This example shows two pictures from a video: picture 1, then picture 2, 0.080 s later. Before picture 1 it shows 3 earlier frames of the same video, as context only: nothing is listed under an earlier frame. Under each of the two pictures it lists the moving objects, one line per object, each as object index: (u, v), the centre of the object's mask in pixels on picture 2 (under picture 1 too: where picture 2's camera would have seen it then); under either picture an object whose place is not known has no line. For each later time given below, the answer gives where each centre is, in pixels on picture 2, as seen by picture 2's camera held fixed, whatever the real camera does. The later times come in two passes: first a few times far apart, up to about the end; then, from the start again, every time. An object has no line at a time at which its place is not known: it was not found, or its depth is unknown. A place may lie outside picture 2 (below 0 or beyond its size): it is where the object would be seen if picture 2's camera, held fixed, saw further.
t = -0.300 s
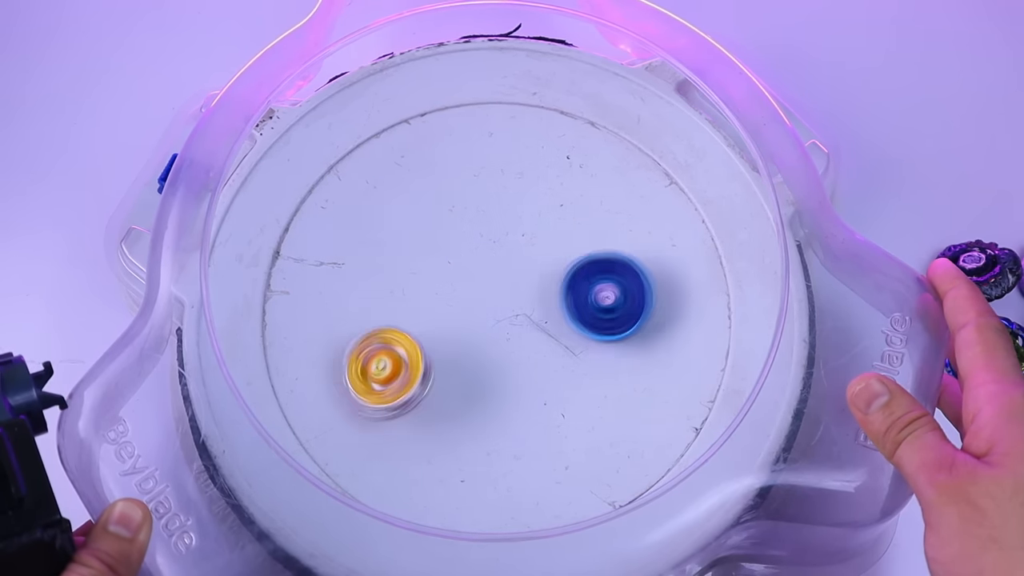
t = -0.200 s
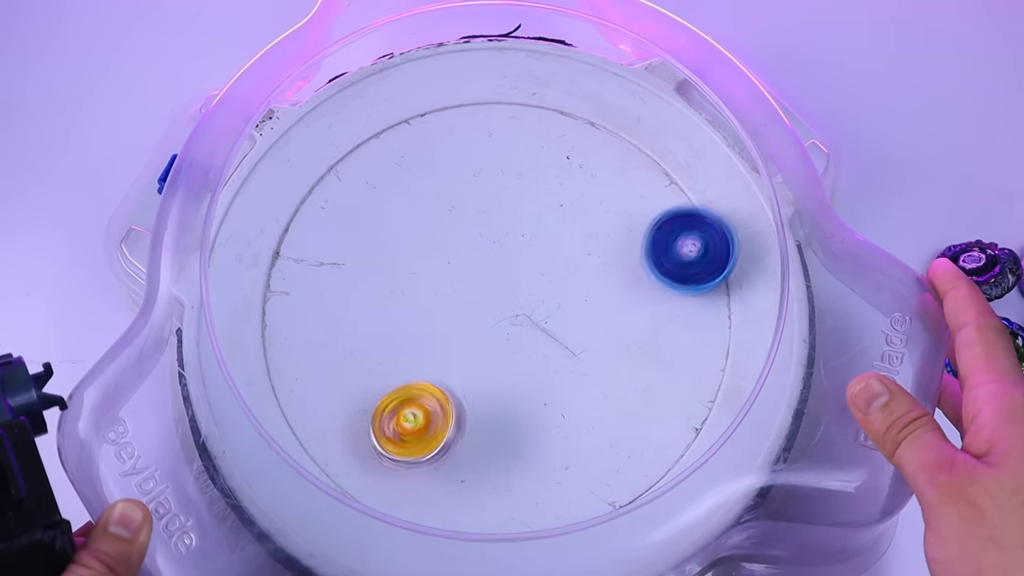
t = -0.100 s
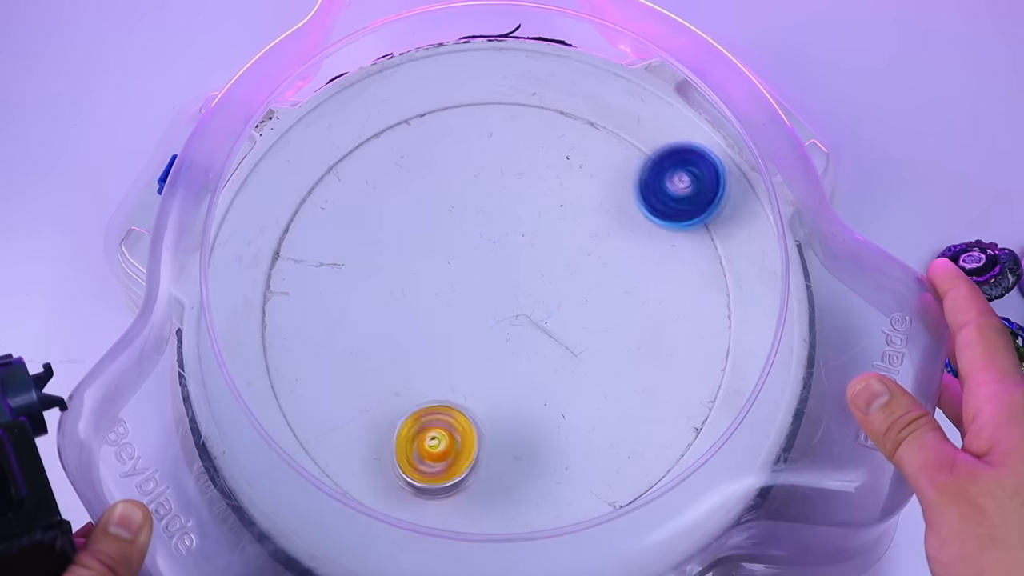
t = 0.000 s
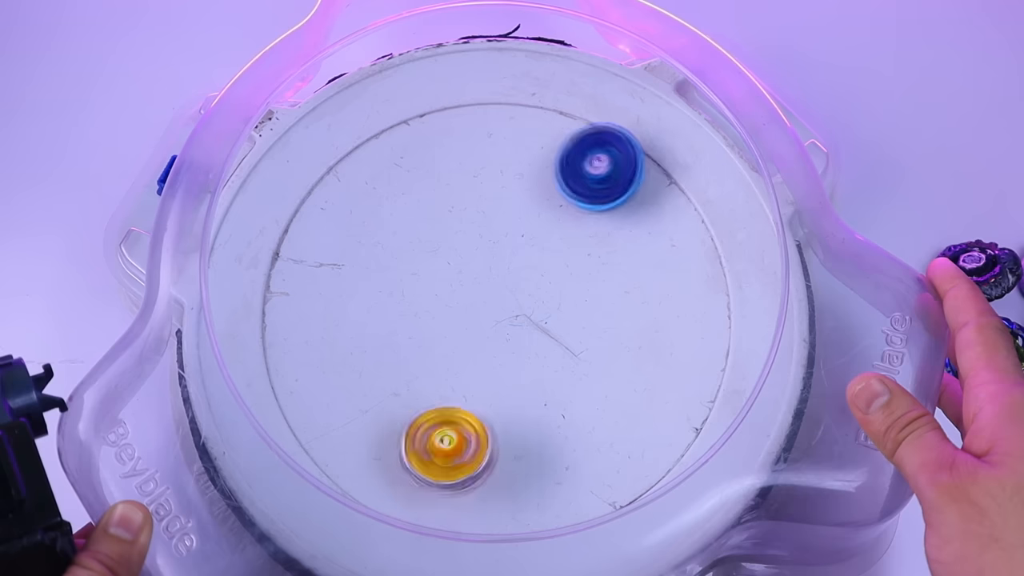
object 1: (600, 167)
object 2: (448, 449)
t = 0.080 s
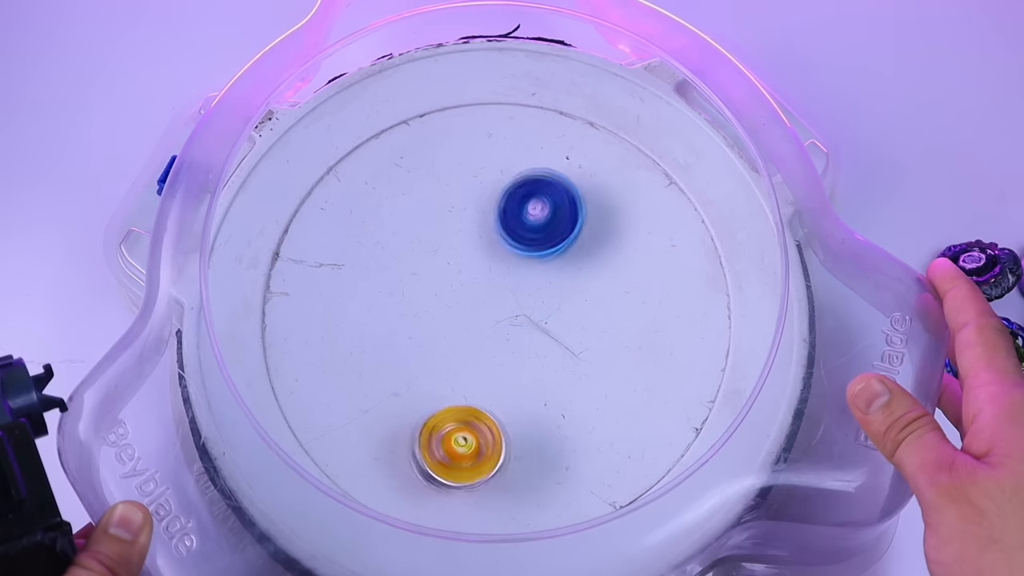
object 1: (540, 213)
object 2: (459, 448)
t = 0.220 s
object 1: (540, 359)
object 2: (480, 442)
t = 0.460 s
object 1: (712, 373)
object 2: (458, 390)
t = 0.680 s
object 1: (581, 272)
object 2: (477, 338)
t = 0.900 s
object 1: (492, 412)
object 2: (393, 374)
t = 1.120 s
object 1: (634, 400)
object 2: (403, 375)
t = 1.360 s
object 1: (479, 285)
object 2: (464, 365)
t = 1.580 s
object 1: (379, 370)
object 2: (543, 420)
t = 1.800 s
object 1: (500, 454)
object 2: (619, 446)
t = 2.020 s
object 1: (455, 314)
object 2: (650, 358)
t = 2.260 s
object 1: (359, 287)
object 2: (536, 237)
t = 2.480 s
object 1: (363, 306)
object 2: (467, 167)
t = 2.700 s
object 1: (442, 286)
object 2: (477, 191)
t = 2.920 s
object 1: (468, 300)
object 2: (559, 222)
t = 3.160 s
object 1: (456, 326)
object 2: (597, 314)
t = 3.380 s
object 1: (439, 357)
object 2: (567, 374)
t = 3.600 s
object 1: (450, 361)
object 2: (569, 415)
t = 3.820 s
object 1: (473, 331)
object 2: (571, 362)
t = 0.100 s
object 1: (530, 232)
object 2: (459, 449)
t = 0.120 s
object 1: (525, 251)
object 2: (463, 447)
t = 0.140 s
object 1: (521, 272)
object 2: (466, 446)
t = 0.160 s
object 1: (522, 294)
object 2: (469, 445)
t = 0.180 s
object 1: (524, 319)
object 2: (473, 443)
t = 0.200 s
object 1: (531, 339)
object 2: (477, 443)
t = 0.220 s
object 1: (540, 359)
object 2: (480, 442)
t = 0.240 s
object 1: (553, 376)
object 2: (486, 438)
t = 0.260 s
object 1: (569, 392)
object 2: (487, 435)
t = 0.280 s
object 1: (586, 404)
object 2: (481, 434)
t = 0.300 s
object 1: (605, 415)
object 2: (476, 430)
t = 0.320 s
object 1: (625, 421)
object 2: (471, 429)
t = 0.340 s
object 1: (644, 425)
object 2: (467, 425)
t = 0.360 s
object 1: (663, 425)
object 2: (463, 419)
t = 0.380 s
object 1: (681, 421)
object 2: (461, 415)
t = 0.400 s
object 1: (691, 411)
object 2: (459, 411)
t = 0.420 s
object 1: (698, 400)
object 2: (459, 402)
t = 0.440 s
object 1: (705, 390)
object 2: (458, 397)
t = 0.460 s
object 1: (712, 373)
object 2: (458, 390)
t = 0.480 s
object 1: (717, 356)
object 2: (462, 383)
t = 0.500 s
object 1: (716, 336)
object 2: (463, 375)
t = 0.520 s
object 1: (711, 316)
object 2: (465, 368)
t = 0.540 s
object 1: (704, 300)
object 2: (467, 361)
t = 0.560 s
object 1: (694, 288)
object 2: (467, 354)
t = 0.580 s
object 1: (679, 278)
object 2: (468, 349)
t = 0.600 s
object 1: (661, 271)
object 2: (469, 344)
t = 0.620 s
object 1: (643, 266)
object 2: (471, 342)
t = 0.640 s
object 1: (623, 265)
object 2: (474, 339)
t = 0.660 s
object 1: (602, 267)
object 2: (476, 338)
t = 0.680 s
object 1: (581, 272)
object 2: (477, 338)
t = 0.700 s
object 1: (560, 281)
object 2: (480, 338)
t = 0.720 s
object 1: (546, 287)
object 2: (468, 345)
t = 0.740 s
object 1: (537, 293)
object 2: (455, 355)
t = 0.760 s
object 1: (525, 302)
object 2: (440, 362)
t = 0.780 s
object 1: (512, 316)
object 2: (430, 370)
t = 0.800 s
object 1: (502, 329)
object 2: (421, 374)
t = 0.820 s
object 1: (494, 345)
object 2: (415, 374)
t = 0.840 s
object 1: (489, 363)
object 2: (413, 375)
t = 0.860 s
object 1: (487, 382)
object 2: (406, 374)
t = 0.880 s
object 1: (486, 398)
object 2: (398, 374)
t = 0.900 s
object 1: (492, 412)
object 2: (393, 374)
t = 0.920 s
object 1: (501, 425)
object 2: (390, 372)
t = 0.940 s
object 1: (512, 435)
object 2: (388, 371)
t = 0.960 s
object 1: (525, 442)
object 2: (391, 370)
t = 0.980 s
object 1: (539, 447)
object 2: (392, 370)
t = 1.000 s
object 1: (555, 451)
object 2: (394, 370)
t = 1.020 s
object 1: (573, 452)
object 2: (399, 372)
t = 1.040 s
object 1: (590, 448)
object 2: (399, 372)
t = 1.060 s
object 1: (605, 440)
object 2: (400, 374)
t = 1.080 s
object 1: (618, 430)
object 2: (402, 375)
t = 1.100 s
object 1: (628, 416)
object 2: (401, 376)
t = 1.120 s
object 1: (634, 400)
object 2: (403, 375)
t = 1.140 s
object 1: (636, 383)
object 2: (404, 376)
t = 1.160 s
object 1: (634, 367)
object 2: (406, 376)
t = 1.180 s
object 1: (628, 350)
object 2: (408, 375)
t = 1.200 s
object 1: (618, 334)
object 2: (412, 376)
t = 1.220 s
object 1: (605, 320)
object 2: (414, 377)
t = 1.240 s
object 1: (590, 308)
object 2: (419, 374)
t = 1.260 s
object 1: (573, 299)
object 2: (424, 374)
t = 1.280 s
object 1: (555, 292)
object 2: (431, 374)
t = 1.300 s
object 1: (536, 287)
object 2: (439, 371)
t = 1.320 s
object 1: (516, 285)
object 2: (447, 370)
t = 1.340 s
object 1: (497, 286)
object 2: (456, 366)
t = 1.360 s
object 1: (479, 285)
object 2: (464, 365)
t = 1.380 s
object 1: (459, 288)
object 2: (471, 363)
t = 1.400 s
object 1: (439, 296)
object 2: (479, 360)
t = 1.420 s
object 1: (427, 303)
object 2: (483, 364)
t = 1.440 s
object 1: (419, 305)
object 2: (490, 372)
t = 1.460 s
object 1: (412, 308)
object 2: (495, 383)
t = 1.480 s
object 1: (408, 314)
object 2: (499, 397)
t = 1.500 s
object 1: (404, 322)
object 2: (509, 402)
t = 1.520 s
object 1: (397, 331)
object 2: (516, 406)
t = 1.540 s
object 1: (390, 343)
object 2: (525, 411)
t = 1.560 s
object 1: (384, 356)
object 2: (534, 414)
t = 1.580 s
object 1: (379, 370)
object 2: (543, 420)
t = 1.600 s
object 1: (380, 385)
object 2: (554, 421)
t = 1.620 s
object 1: (382, 401)
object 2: (561, 427)
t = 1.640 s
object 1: (387, 417)
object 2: (570, 429)
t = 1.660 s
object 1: (397, 431)
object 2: (577, 432)
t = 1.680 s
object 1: (410, 443)
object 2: (585, 435)
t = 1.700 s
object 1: (425, 453)
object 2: (589, 435)
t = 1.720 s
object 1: (442, 459)
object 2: (595, 438)
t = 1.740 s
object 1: (459, 463)
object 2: (595, 439)
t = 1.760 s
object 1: (478, 463)
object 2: (596, 442)
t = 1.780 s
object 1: (497, 460)
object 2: (598, 443)
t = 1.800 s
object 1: (500, 454)
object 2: (619, 446)
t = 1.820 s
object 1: (504, 446)
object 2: (638, 445)
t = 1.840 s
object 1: (509, 436)
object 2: (653, 442)
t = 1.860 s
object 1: (514, 423)
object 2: (663, 430)
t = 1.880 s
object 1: (515, 408)
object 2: (667, 422)
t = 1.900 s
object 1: (514, 394)
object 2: (671, 410)
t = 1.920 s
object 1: (510, 378)
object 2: (669, 401)
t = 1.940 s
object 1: (503, 363)
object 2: (668, 391)
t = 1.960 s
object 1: (493, 348)
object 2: (665, 384)
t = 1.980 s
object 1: (482, 335)
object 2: (660, 375)
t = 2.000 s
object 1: (469, 324)
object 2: (657, 368)
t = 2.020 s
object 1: (455, 314)
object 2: (650, 358)
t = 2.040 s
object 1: (442, 306)
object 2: (643, 352)
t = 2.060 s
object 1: (431, 300)
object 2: (634, 342)
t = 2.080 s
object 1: (423, 296)
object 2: (626, 332)
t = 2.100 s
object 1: (414, 292)
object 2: (616, 321)
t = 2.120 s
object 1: (404, 289)
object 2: (607, 311)
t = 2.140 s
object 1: (395, 287)
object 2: (597, 300)
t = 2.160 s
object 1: (387, 285)
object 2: (586, 290)
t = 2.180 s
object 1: (380, 284)
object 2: (576, 278)
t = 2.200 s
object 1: (374, 284)
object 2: (567, 268)
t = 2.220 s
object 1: (369, 285)
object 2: (555, 257)
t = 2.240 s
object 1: (364, 286)
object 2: (545, 246)
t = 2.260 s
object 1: (359, 287)
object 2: (536, 237)
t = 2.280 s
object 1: (355, 289)
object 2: (527, 227)
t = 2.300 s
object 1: (350, 290)
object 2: (518, 218)
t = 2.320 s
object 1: (347, 292)
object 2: (509, 208)
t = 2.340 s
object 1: (347, 294)
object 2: (500, 202)
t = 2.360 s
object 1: (347, 296)
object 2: (493, 194)
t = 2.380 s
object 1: (347, 299)
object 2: (486, 188)
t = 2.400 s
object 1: (349, 301)
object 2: (479, 181)
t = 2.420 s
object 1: (352, 303)
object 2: (474, 176)
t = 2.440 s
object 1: (355, 304)
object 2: (472, 172)
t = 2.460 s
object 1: (359, 305)
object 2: (471, 170)
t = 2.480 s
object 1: (363, 306)
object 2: (467, 167)
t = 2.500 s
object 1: (366, 307)
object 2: (467, 166)
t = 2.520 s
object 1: (371, 307)
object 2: (467, 165)
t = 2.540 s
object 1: (375, 305)
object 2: (468, 166)
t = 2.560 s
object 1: (381, 305)
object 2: (469, 169)
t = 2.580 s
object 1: (388, 304)
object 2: (469, 171)
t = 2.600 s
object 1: (395, 302)
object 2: (470, 172)
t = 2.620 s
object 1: (404, 300)
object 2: (468, 175)
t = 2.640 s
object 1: (412, 297)
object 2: (469, 180)
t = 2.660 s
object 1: (422, 294)
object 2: (473, 183)
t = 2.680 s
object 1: (432, 290)
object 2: (474, 187)
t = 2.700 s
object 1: (442, 286)
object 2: (477, 191)
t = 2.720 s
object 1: (449, 281)
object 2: (478, 199)
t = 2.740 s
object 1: (447, 284)
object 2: (491, 195)
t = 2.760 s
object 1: (446, 288)
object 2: (505, 190)
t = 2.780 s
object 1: (447, 289)
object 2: (516, 189)
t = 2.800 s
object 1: (447, 291)
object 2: (527, 188)
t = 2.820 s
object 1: (450, 293)
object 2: (537, 192)
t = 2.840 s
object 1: (452, 295)
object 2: (544, 197)
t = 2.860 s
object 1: (456, 296)
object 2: (550, 204)
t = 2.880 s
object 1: (460, 297)
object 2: (554, 210)
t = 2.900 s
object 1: (465, 299)
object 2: (556, 216)
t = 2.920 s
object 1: (468, 300)
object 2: (559, 222)
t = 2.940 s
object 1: (471, 301)
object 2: (562, 229)
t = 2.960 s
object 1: (474, 303)
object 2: (563, 237)
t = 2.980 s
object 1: (477, 304)
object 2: (562, 244)
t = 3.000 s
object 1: (480, 304)
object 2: (562, 254)
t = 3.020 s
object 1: (483, 305)
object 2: (560, 264)
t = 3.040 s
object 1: (481, 306)
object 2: (561, 272)
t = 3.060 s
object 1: (473, 309)
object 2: (576, 277)
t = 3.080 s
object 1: (468, 311)
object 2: (588, 285)
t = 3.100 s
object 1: (464, 313)
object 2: (595, 291)
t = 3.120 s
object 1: (460, 318)
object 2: (599, 297)
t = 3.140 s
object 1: (459, 321)
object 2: (600, 305)
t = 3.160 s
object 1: (456, 326)
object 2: (597, 314)
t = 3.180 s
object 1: (454, 333)
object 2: (593, 322)
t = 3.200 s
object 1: (453, 338)
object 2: (589, 330)
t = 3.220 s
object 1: (452, 343)
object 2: (584, 338)
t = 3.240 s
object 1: (453, 347)
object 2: (578, 343)
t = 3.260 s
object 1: (453, 349)
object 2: (570, 348)
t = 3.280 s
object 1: (455, 352)
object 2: (564, 352)
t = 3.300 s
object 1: (456, 354)
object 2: (556, 354)
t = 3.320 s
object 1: (450, 353)
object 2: (559, 357)
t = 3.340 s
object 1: (445, 353)
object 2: (564, 362)
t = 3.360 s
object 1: (441, 354)
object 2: (566, 367)
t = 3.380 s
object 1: (439, 357)
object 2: (567, 374)
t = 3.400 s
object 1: (437, 358)
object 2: (567, 379)
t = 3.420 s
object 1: (438, 361)
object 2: (567, 386)
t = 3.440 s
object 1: (437, 362)
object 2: (566, 392)
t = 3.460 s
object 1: (438, 363)
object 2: (565, 397)
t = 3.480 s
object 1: (438, 364)
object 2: (565, 402)
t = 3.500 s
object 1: (439, 365)
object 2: (567, 406)
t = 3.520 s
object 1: (440, 365)
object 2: (567, 410)
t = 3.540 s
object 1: (442, 365)
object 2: (568, 413)
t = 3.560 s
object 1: (443, 364)
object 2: (569, 415)
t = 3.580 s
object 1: (447, 363)
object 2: (570, 415)
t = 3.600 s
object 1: (450, 361)
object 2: (569, 415)
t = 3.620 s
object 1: (454, 360)
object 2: (568, 413)
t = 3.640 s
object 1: (457, 357)
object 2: (567, 411)
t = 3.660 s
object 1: (461, 354)
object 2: (566, 407)
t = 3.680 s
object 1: (463, 352)
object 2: (566, 404)
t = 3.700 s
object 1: (465, 349)
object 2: (565, 400)
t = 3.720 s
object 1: (466, 347)
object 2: (565, 394)
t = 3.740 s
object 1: (468, 344)
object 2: (566, 388)
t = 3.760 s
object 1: (469, 341)
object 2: (567, 382)
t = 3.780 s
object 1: (471, 339)
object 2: (568, 376)
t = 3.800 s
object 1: (471, 335)
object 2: (569, 369)
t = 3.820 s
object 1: (473, 331)
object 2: (571, 362)
